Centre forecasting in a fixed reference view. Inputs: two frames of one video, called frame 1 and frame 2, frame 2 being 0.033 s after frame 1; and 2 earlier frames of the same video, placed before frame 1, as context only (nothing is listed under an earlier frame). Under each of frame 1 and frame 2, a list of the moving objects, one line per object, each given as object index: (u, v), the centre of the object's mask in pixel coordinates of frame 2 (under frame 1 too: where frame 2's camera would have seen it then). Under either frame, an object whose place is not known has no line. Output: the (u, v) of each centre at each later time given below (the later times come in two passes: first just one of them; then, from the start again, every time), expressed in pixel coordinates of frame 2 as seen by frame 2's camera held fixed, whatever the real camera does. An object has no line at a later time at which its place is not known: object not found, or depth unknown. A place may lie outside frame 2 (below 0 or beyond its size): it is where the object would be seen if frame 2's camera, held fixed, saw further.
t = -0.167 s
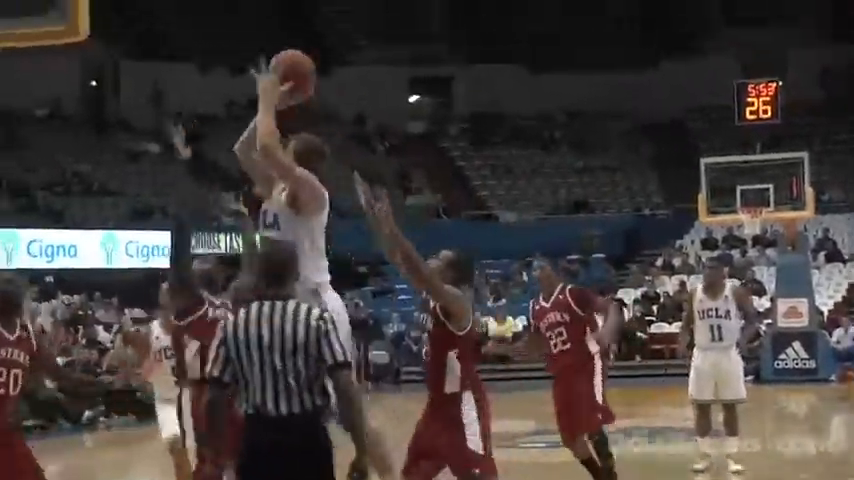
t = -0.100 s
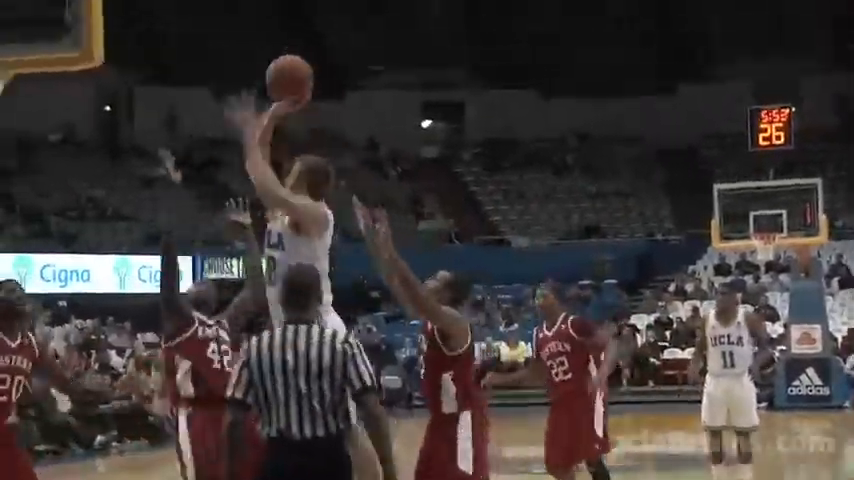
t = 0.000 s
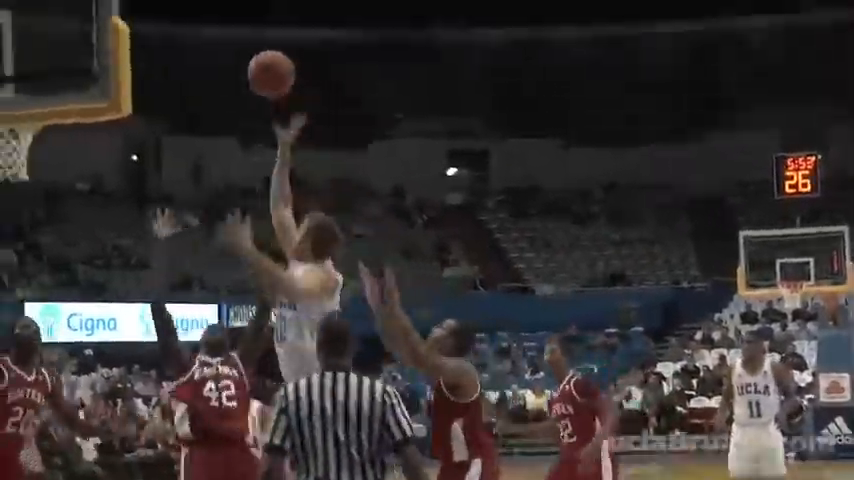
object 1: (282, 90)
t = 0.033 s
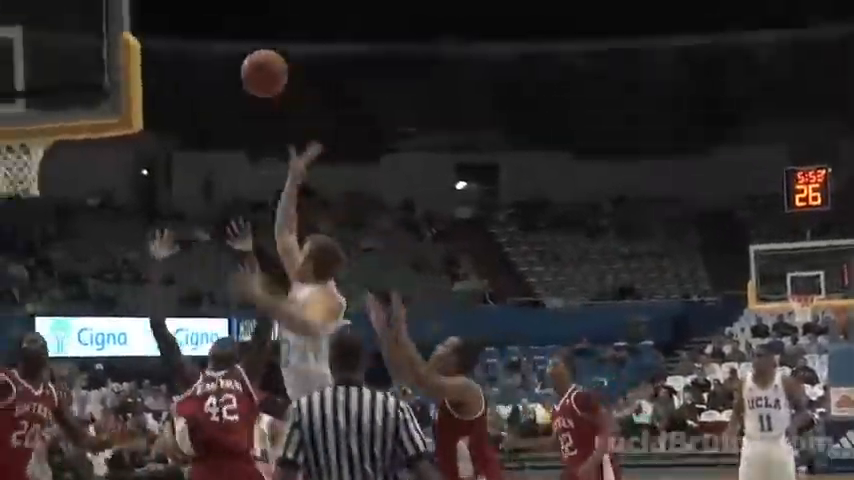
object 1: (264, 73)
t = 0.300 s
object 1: (146, 22)
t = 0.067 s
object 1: (249, 60)
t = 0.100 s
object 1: (232, 47)
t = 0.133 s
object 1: (217, 38)
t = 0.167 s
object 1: (201, 31)
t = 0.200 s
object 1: (186, 26)
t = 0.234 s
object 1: (170, 24)
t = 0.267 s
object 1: (155, 23)
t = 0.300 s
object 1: (146, 22)
